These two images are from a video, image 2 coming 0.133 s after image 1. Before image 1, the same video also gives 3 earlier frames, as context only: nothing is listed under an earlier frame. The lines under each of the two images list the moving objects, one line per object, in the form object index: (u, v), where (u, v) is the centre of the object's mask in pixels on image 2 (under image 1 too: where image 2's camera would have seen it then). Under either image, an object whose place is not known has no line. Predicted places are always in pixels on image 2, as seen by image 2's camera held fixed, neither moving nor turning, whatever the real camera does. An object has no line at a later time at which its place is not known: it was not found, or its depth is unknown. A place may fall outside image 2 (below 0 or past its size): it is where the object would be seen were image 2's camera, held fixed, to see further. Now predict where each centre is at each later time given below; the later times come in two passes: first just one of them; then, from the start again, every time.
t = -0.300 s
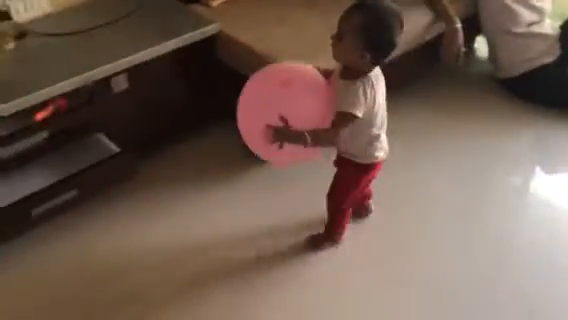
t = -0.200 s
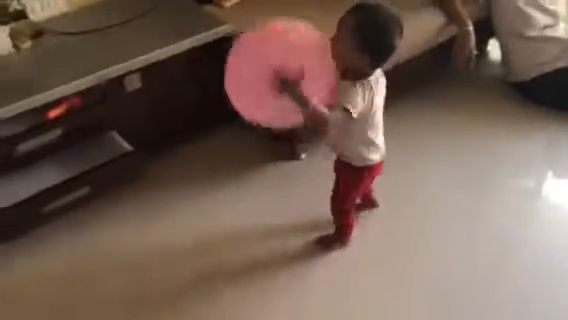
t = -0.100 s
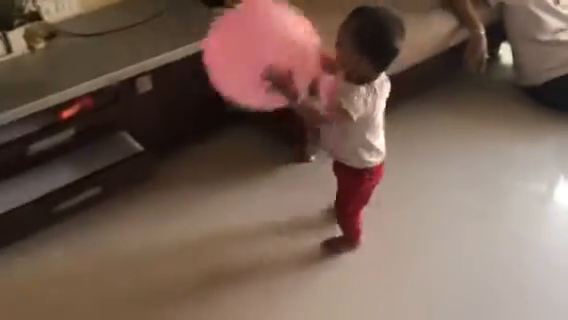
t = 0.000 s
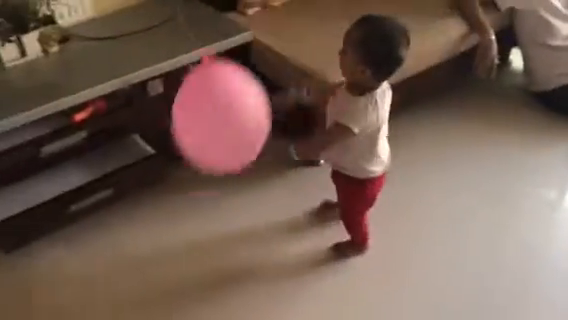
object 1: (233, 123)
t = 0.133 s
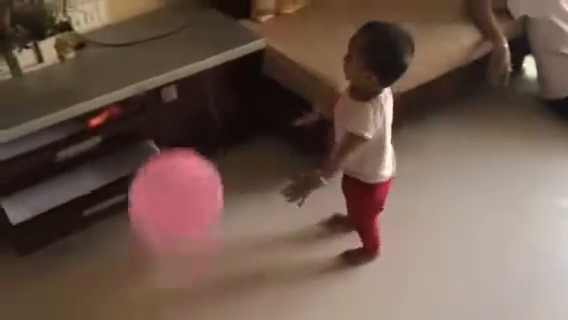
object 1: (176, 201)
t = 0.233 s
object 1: (157, 245)
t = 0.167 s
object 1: (170, 221)
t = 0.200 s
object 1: (164, 239)
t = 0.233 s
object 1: (157, 245)
